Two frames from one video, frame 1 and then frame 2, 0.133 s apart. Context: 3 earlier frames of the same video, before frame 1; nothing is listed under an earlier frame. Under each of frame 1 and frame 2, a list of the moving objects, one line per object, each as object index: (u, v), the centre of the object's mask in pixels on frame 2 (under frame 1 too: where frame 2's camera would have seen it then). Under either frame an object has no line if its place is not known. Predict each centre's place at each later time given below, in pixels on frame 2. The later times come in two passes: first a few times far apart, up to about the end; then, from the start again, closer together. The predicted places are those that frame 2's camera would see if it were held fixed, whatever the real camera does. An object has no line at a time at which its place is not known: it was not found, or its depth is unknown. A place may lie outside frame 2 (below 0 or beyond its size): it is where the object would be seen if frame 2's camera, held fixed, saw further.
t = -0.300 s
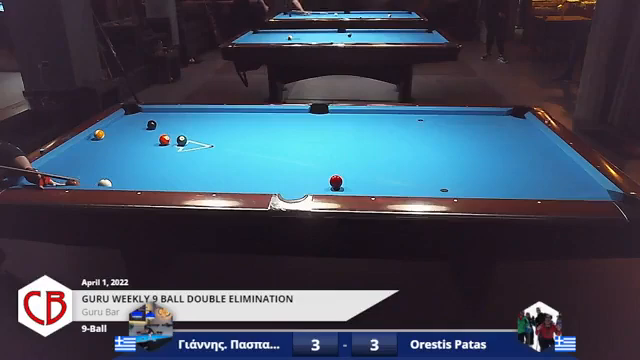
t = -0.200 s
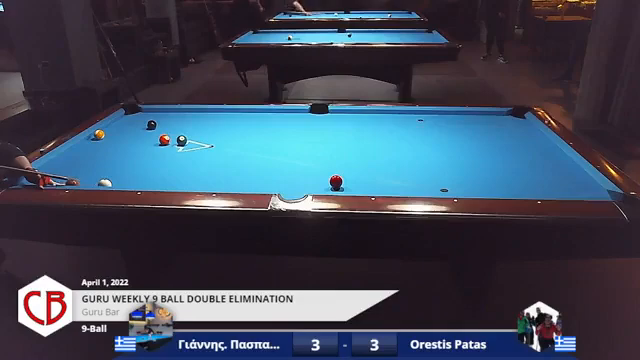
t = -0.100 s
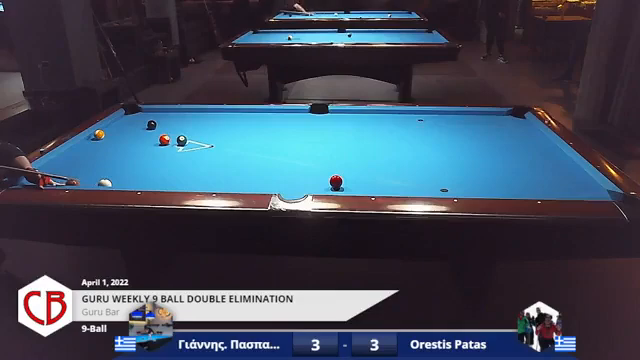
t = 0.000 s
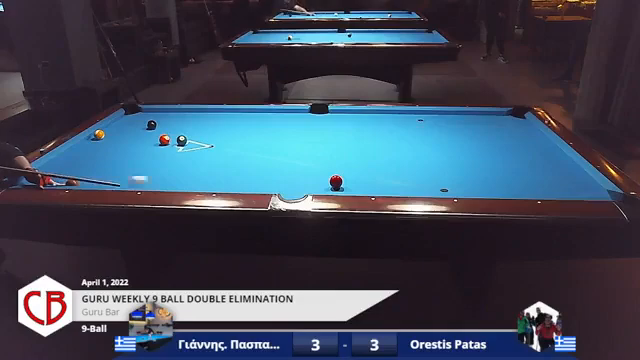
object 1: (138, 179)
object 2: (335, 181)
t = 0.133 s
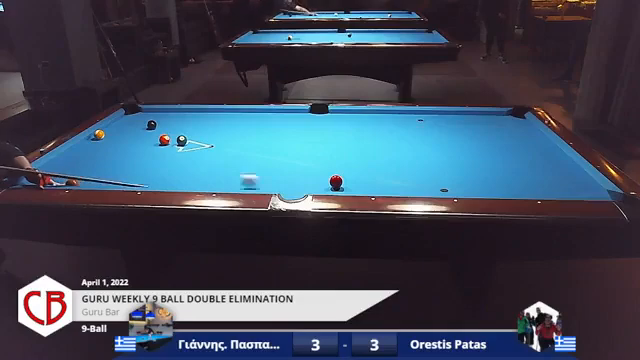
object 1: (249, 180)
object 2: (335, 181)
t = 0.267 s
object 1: (325, 178)
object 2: (364, 182)
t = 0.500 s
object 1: (348, 166)
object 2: (522, 191)
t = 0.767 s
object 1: (397, 155)
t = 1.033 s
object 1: (445, 145)
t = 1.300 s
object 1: (486, 136)
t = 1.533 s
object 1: (518, 130)
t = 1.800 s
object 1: (515, 125)
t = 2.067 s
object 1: (492, 121)
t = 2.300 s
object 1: (475, 119)
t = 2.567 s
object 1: (456, 116)
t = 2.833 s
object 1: (438, 113)
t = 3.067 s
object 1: (425, 112)
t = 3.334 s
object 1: (415, 113)
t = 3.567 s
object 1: (405, 114)
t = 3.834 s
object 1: (396, 115)
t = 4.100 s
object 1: (387, 115)
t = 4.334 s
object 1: (381, 116)
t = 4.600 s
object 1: (374, 116)
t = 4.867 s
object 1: (369, 117)
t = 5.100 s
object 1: (365, 117)
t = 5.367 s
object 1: (361, 118)
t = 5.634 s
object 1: (358, 118)
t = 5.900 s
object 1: (356, 118)
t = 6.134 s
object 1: (355, 119)
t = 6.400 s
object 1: (354, 119)
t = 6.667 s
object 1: (354, 119)
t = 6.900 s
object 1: (354, 119)
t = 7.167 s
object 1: (354, 119)
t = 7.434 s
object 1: (354, 119)
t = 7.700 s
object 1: (354, 119)
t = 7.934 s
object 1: (354, 119)
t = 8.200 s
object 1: (354, 119)
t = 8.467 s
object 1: (354, 119)
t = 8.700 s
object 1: (354, 119)
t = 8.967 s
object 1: (354, 119)
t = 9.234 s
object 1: (354, 119)
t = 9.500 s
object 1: (354, 119)
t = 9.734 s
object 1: (354, 119)
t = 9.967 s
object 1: (354, 119)
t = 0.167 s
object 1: (276, 182)
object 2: (335, 181)
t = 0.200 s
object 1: (303, 181)
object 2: (335, 181)
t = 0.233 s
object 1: (323, 180)
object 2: (340, 181)
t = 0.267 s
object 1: (325, 178)
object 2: (364, 182)
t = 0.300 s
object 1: (327, 176)
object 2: (388, 184)
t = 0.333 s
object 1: (329, 174)
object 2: (411, 185)
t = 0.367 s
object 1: (332, 173)
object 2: (434, 186)
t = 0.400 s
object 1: (335, 171)
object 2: (458, 188)
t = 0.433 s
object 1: (339, 169)
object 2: (479, 189)
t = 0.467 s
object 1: (343, 168)
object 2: (501, 190)
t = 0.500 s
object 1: (348, 166)
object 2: (522, 191)
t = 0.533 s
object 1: (353, 164)
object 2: (543, 192)
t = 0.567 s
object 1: (359, 163)
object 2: (563, 192)
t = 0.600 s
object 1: (365, 161)
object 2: (580, 192)
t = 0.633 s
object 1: (372, 160)
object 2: (596, 193)
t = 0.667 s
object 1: (378, 159)
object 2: (610, 195)
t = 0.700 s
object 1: (385, 157)
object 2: (610, 196)
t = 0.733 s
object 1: (391, 156)
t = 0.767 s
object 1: (397, 155)
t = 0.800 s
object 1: (404, 153)
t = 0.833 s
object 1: (410, 152)
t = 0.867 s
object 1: (416, 151)
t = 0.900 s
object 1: (422, 150)
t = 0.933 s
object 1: (428, 149)
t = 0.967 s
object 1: (433, 147)
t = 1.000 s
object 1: (439, 146)
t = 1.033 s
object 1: (445, 145)
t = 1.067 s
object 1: (450, 144)
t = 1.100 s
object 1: (455, 142)
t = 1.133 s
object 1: (461, 141)
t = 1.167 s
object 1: (466, 140)
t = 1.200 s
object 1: (471, 139)
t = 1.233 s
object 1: (476, 138)
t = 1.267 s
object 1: (481, 137)
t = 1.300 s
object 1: (486, 136)
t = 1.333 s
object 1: (491, 135)
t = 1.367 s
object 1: (496, 134)
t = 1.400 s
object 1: (500, 133)
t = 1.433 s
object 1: (505, 132)
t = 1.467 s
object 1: (510, 131)
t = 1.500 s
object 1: (514, 130)
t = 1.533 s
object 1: (518, 130)
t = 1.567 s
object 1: (522, 128)
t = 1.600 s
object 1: (527, 127)
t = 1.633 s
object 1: (530, 127)
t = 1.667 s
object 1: (527, 126)
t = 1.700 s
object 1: (523, 126)
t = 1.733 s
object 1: (521, 125)
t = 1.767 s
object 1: (518, 125)
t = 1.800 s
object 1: (515, 125)
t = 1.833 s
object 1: (512, 124)
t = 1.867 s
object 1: (509, 124)
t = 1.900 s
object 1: (506, 123)
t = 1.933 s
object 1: (503, 123)
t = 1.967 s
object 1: (500, 122)
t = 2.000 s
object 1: (498, 122)
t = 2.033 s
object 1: (495, 121)
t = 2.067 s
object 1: (492, 121)
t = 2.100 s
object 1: (489, 120)
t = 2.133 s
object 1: (487, 120)
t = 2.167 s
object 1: (485, 120)
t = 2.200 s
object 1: (482, 120)
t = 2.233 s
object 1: (480, 119)
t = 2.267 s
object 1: (477, 119)
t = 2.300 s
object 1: (475, 119)
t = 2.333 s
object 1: (472, 118)
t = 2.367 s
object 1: (470, 118)
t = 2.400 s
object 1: (467, 118)
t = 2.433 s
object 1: (465, 117)
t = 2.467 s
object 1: (462, 117)
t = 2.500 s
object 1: (460, 117)
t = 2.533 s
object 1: (458, 116)
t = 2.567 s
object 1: (456, 116)
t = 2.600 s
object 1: (453, 116)
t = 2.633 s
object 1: (451, 115)
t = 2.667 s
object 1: (449, 115)
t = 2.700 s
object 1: (447, 115)
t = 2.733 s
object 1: (445, 114)
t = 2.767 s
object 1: (442, 114)
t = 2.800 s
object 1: (441, 114)
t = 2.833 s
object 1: (438, 113)
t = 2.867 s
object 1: (436, 113)
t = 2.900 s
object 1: (434, 113)
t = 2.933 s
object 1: (432, 113)
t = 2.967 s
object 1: (430, 112)
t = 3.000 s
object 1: (428, 112)
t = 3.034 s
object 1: (427, 112)
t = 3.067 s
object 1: (425, 112)
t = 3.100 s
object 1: (423, 112)
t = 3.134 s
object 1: (421, 112)
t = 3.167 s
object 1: (420, 113)
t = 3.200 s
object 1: (419, 113)
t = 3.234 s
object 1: (418, 113)
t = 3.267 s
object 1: (416, 113)
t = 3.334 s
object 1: (415, 113)
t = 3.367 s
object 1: (412, 113)
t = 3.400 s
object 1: (411, 113)
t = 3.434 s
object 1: (410, 113)
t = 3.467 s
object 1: (409, 113)
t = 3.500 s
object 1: (407, 114)
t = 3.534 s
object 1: (406, 114)
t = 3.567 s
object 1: (405, 114)
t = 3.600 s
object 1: (404, 114)
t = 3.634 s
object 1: (403, 114)
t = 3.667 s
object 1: (401, 114)
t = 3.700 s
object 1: (400, 114)
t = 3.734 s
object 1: (399, 114)
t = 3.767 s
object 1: (398, 114)
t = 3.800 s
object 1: (397, 115)
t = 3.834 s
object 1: (396, 115)
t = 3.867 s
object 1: (395, 115)
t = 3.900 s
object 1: (393, 115)
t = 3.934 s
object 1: (392, 115)
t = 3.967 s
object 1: (391, 115)
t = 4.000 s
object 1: (390, 115)
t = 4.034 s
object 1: (389, 115)
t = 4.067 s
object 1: (388, 115)
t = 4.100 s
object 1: (387, 115)
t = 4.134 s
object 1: (386, 115)
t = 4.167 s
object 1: (385, 115)
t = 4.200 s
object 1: (384, 116)
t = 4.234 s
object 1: (384, 116)
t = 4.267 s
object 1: (383, 116)
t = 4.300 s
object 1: (382, 116)
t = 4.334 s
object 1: (381, 116)
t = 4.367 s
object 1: (380, 116)
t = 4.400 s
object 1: (379, 116)
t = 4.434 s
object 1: (378, 116)
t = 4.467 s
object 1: (377, 116)
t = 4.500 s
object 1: (377, 116)
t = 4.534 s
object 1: (376, 116)
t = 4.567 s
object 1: (375, 116)
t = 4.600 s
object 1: (374, 116)
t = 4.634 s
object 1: (374, 116)
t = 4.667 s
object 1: (373, 116)
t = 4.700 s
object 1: (372, 116)
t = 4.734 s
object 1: (371, 117)
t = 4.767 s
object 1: (371, 117)
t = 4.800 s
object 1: (370, 117)
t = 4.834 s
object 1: (369, 117)
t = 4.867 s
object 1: (369, 117)
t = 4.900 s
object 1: (368, 117)
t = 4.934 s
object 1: (367, 117)
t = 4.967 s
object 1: (367, 117)
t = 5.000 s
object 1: (366, 117)
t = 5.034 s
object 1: (366, 117)
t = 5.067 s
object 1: (365, 117)
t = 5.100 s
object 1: (365, 117)
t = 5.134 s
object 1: (364, 117)
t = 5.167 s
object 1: (364, 118)
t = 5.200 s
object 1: (363, 118)
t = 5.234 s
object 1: (363, 118)
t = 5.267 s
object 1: (362, 118)
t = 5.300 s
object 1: (362, 118)
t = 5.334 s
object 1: (361, 118)
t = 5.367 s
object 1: (361, 118)
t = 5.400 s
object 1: (360, 118)
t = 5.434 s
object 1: (360, 118)
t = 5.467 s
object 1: (360, 118)
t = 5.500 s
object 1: (359, 118)
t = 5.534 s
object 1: (359, 118)
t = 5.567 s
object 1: (358, 118)
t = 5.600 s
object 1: (358, 118)
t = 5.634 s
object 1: (358, 118)
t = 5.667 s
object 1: (358, 118)
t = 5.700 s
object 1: (357, 118)
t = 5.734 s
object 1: (357, 118)
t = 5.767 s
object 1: (357, 118)
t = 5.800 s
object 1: (357, 118)
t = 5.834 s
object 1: (356, 118)
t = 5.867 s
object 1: (356, 118)
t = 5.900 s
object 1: (356, 118)
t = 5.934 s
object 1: (356, 118)
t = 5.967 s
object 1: (356, 118)
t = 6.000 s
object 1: (355, 118)
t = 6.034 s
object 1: (355, 118)
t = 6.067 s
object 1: (355, 119)
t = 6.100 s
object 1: (355, 119)
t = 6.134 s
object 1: (355, 119)
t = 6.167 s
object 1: (355, 119)
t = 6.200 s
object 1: (355, 119)
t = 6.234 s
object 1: (355, 119)
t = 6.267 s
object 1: (355, 119)
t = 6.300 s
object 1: (354, 119)
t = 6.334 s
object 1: (354, 119)
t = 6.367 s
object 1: (354, 119)
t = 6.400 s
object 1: (354, 119)
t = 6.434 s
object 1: (354, 119)
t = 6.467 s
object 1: (354, 119)
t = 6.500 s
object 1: (354, 119)
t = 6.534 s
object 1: (354, 119)
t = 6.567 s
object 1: (354, 119)
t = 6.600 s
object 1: (354, 119)
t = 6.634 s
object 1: (354, 119)
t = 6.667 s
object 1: (354, 119)
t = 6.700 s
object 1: (354, 119)
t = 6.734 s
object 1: (354, 119)
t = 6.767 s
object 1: (354, 119)
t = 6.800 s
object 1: (354, 119)
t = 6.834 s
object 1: (354, 119)
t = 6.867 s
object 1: (354, 119)
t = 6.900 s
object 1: (354, 119)
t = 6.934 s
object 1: (354, 119)
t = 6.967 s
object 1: (354, 119)
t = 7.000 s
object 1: (354, 119)
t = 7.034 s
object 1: (354, 119)
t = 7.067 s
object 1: (354, 119)
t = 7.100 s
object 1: (354, 119)
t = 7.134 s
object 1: (354, 119)
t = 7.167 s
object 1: (354, 119)
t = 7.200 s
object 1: (354, 119)
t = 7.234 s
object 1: (354, 119)
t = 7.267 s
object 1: (354, 119)
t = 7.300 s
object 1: (354, 119)
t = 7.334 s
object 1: (354, 119)
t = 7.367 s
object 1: (354, 119)
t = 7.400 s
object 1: (354, 119)
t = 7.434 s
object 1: (354, 119)
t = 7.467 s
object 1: (354, 119)
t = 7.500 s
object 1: (354, 119)
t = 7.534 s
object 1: (354, 119)
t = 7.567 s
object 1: (354, 119)
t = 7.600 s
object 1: (354, 119)
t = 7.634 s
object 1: (354, 119)
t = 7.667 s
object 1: (354, 119)
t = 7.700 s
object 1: (354, 119)
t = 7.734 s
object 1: (354, 119)
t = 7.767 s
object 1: (354, 119)
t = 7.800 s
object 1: (354, 119)
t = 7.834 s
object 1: (354, 119)
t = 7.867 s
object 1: (354, 119)
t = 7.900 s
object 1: (354, 119)
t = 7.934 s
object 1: (354, 119)
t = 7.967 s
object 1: (354, 119)
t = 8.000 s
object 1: (354, 119)
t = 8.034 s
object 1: (354, 119)
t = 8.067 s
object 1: (354, 119)
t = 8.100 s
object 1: (354, 119)
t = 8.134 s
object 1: (354, 119)
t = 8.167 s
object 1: (354, 119)
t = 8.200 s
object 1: (354, 119)
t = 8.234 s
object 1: (354, 119)
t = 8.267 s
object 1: (354, 119)
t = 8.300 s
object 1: (354, 119)
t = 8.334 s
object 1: (354, 119)
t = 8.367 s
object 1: (354, 119)
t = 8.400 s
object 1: (354, 119)
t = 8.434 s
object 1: (354, 119)
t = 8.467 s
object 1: (354, 119)
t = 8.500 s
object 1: (354, 119)
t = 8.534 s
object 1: (354, 119)
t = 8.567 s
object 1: (354, 119)
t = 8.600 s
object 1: (354, 119)
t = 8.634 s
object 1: (354, 119)
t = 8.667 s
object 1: (354, 119)
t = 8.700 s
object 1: (354, 119)
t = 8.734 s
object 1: (354, 119)
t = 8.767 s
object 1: (354, 119)
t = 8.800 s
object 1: (354, 119)
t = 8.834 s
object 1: (354, 119)
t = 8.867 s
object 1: (354, 119)
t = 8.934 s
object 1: (354, 119)
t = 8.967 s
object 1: (354, 119)
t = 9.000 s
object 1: (354, 119)
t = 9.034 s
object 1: (354, 119)
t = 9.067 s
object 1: (354, 119)
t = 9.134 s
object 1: (354, 119)
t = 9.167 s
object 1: (354, 119)
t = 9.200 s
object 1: (354, 119)
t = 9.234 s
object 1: (354, 119)
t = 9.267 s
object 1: (354, 119)
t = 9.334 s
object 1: (354, 119)
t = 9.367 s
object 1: (354, 119)
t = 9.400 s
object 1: (354, 119)
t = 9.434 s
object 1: (354, 119)
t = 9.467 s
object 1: (354, 119)
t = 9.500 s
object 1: (354, 119)
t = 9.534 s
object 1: (354, 119)
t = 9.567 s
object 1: (354, 119)
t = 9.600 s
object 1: (354, 119)
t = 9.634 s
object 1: (354, 119)
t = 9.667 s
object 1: (354, 119)
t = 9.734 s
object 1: (354, 119)
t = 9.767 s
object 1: (354, 119)
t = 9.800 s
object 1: (354, 119)
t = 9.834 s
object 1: (354, 119)
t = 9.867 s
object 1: (354, 119)
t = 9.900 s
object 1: (354, 119)
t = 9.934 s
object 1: (354, 119)
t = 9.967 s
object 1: (354, 119)
